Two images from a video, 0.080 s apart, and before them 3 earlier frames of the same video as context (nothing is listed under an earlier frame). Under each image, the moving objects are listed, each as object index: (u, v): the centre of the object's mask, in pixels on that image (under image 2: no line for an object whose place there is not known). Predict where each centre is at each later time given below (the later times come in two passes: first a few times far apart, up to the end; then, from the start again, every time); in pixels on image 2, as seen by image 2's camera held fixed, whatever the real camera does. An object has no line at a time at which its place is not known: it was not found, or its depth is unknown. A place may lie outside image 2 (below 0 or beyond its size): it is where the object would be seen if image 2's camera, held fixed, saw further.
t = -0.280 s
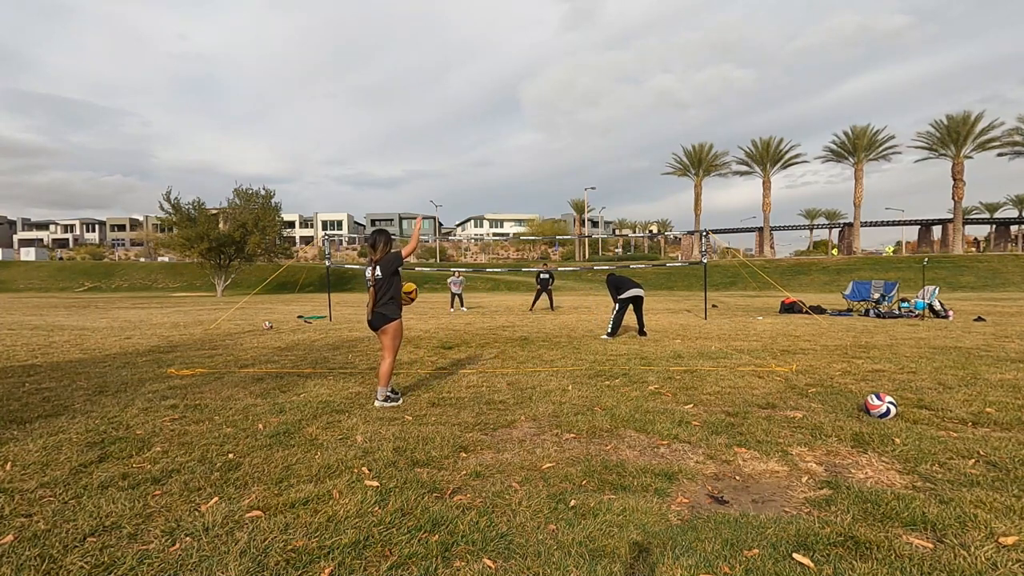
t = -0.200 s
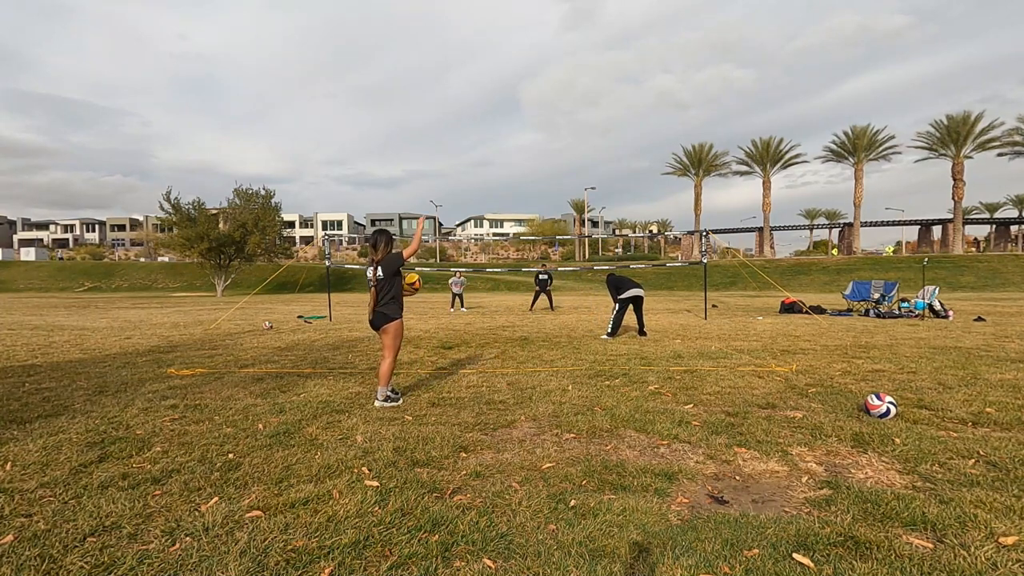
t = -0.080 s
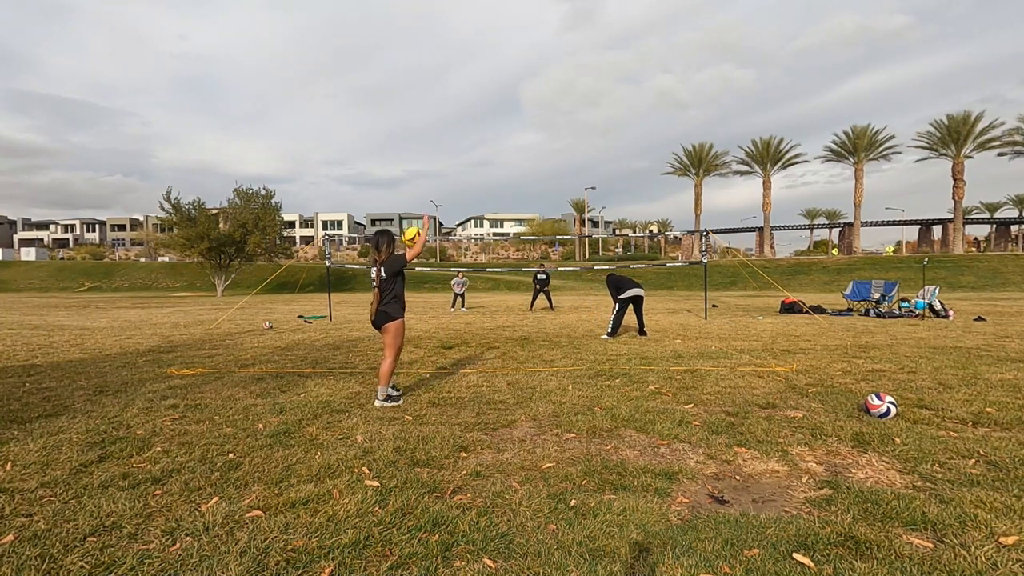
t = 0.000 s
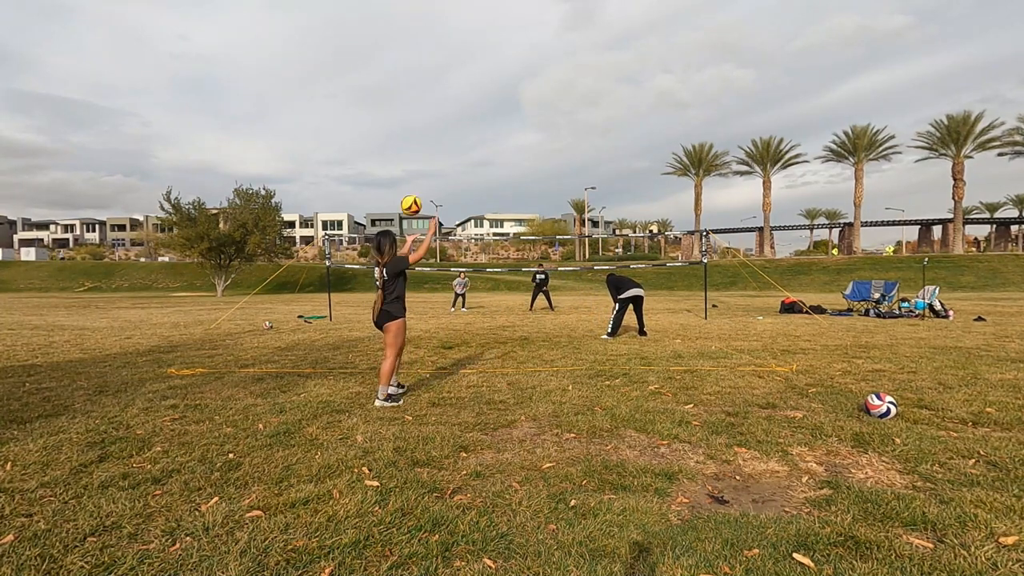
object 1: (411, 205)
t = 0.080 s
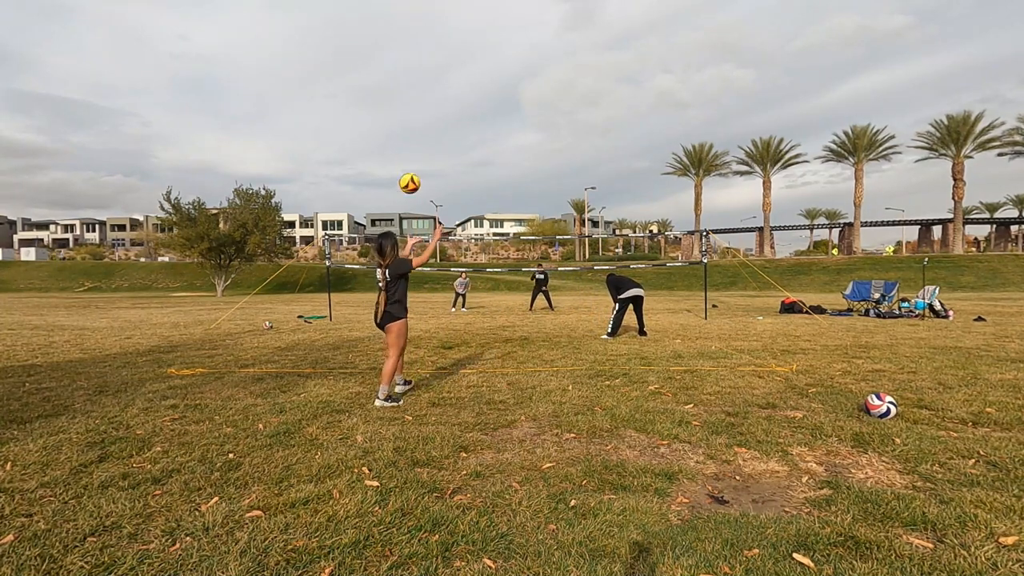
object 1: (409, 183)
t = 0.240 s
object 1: (407, 154)
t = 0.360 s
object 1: (405, 149)
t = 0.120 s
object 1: (409, 173)
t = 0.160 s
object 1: (408, 165)
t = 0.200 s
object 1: (407, 158)
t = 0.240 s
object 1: (407, 154)
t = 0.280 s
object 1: (406, 151)
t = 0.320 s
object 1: (405, 149)
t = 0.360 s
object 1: (405, 149)
